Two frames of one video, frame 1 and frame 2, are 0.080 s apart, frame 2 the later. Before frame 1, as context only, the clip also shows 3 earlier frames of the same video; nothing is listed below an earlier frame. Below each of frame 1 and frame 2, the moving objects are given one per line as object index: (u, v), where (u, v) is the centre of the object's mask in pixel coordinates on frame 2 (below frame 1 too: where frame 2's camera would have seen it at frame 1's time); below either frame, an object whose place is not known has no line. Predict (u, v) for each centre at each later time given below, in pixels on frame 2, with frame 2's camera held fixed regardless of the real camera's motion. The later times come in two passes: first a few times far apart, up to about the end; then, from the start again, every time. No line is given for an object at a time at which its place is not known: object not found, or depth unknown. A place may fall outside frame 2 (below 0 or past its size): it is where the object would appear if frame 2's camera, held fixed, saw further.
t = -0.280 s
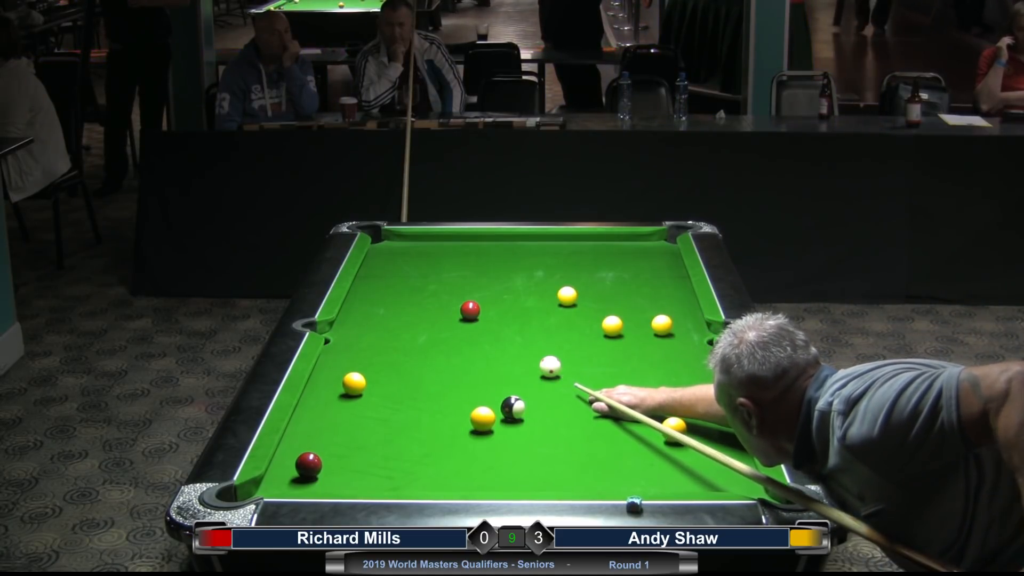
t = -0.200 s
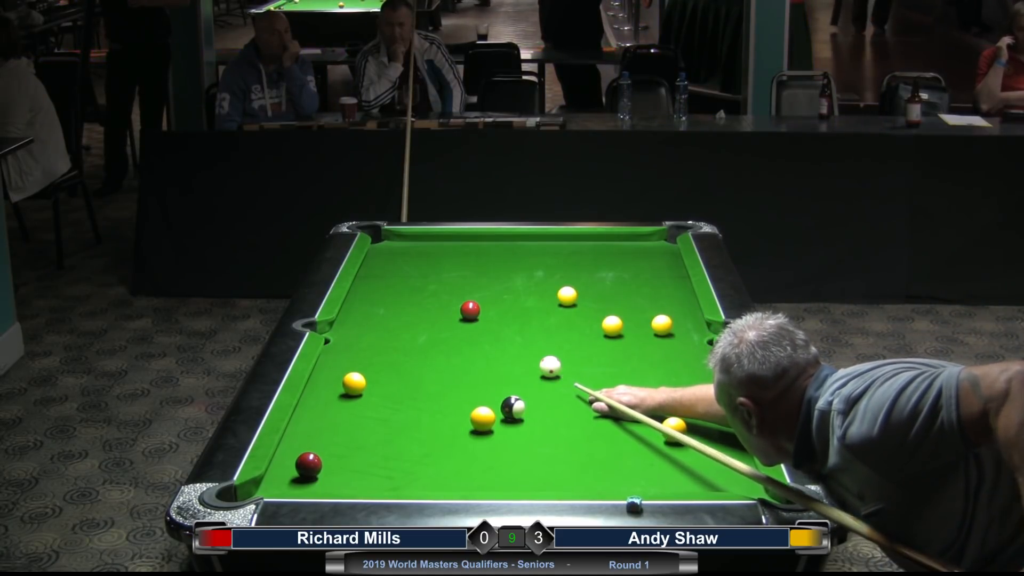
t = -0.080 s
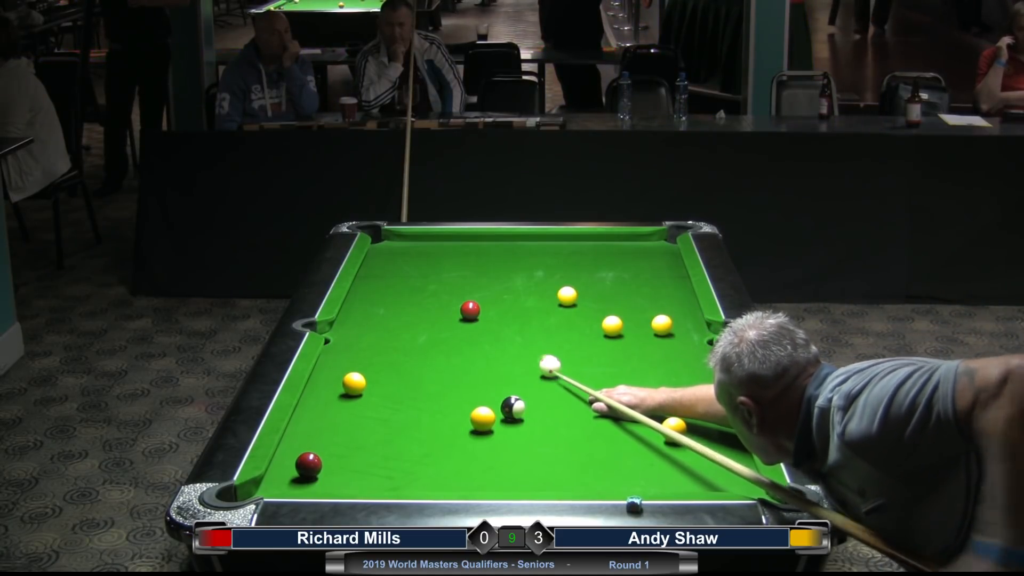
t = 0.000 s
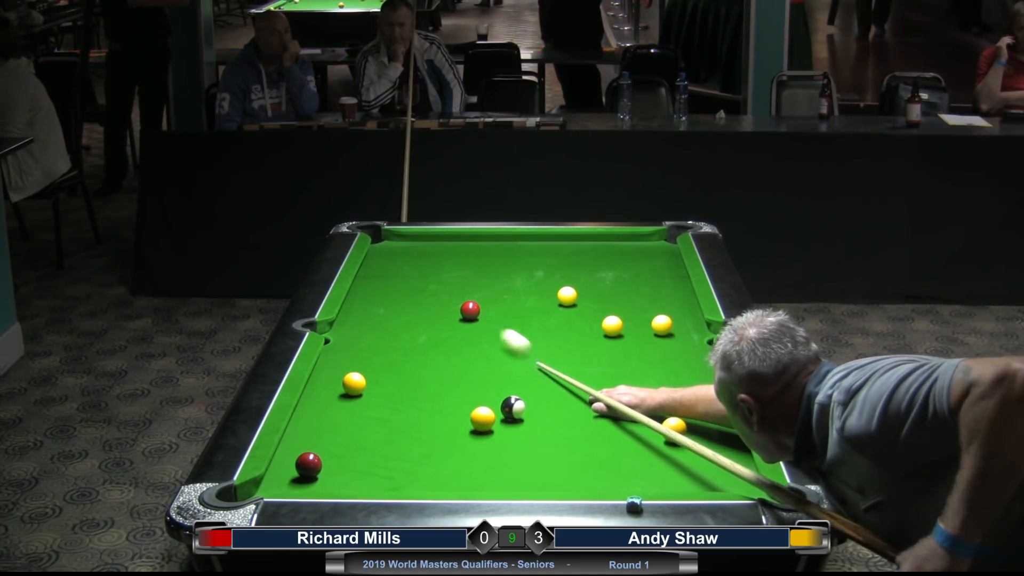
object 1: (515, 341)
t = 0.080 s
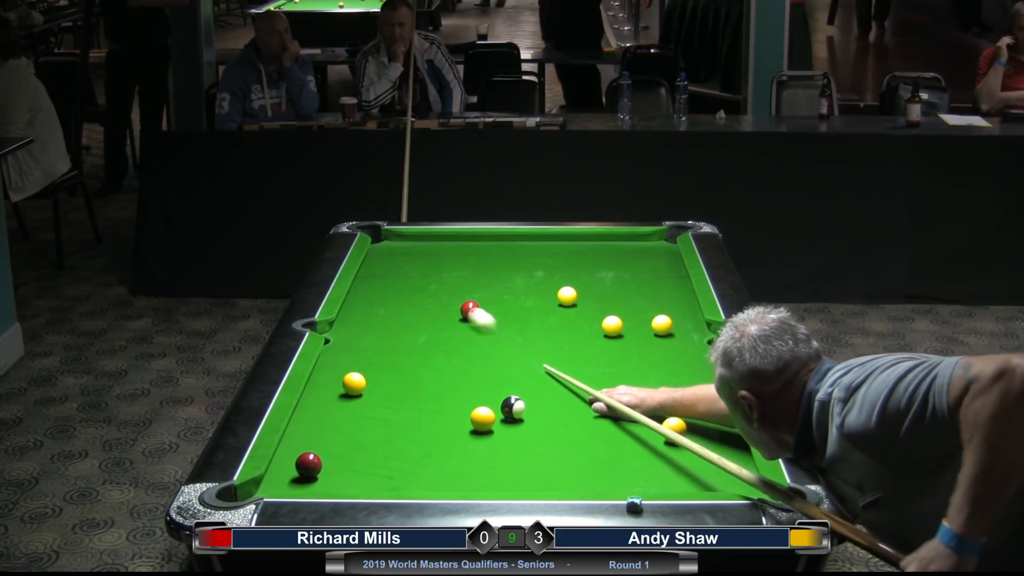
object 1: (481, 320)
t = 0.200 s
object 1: (475, 320)
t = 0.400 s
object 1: (472, 326)
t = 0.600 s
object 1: (470, 331)
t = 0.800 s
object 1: (467, 337)
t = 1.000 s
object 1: (465, 341)
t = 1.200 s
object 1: (463, 345)
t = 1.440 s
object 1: (461, 350)
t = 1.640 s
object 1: (460, 353)
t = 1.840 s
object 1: (459, 355)
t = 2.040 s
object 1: (458, 357)
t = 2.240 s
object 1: (458, 357)
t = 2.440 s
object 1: (458, 358)
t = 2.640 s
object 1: (458, 357)
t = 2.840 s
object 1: (458, 357)
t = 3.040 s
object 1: (458, 357)
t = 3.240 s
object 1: (458, 357)
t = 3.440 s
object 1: (458, 357)
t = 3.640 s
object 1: (458, 357)
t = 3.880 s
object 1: (458, 357)
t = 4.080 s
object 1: (458, 357)
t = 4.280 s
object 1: (458, 357)
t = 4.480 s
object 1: (458, 358)
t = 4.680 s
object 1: (458, 357)
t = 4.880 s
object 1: (458, 357)
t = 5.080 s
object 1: (458, 357)
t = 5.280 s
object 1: (458, 357)
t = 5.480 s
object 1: (458, 357)
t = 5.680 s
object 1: (458, 357)
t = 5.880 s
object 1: (458, 357)
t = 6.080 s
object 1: (458, 357)
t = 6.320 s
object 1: (458, 357)
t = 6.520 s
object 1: (458, 357)
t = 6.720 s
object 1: (458, 357)
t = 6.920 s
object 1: (458, 357)
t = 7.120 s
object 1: (458, 357)
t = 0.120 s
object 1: (476, 317)
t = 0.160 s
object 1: (475, 319)
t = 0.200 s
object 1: (475, 320)
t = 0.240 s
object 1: (474, 321)
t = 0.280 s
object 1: (474, 322)
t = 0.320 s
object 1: (473, 323)
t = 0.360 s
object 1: (473, 324)
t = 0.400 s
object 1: (472, 326)
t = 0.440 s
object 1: (472, 327)
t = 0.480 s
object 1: (471, 328)
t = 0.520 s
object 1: (471, 329)
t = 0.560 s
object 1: (470, 330)
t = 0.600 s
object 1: (470, 331)
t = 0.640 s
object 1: (469, 332)
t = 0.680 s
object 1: (469, 333)
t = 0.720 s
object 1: (468, 334)
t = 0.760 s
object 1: (468, 335)
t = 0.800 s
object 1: (467, 337)
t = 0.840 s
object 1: (467, 338)
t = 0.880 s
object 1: (466, 339)
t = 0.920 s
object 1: (466, 339)
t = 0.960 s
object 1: (466, 340)
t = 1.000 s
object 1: (465, 341)
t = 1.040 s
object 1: (465, 342)
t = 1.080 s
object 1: (464, 343)
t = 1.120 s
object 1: (464, 344)
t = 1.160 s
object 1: (463, 345)
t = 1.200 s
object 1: (463, 345)
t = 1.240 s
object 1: (463, 346)
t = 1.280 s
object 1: (462, 347)
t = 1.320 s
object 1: (462, 348)
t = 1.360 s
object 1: (461, 348)
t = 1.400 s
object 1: (461, 349)
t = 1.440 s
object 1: (461, 350)
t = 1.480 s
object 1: (460, 350)
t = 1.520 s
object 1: (460, 351)
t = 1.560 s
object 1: (460, 351)
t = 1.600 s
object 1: (460, 352)
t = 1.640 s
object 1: (460, 353)
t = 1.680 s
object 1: (459, 353)
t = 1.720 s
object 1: (459, 354)
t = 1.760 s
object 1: (459, 354)
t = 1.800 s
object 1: (459, 354)
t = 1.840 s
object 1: (459, 355)
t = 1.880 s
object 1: (459, 355)
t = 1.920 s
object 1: (458, 356)
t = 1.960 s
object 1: (458, 356)
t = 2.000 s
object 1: (458, 356)
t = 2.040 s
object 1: (458, 357)
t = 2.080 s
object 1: (458, 357)
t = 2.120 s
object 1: (458, 357)
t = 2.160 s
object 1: (458, 357)
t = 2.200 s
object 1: (458, 357)
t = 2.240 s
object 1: (458, 357)
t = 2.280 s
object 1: (458, 358)
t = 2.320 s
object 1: (458, 358)
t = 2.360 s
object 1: (458, 358)
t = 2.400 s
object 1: (458, 358)
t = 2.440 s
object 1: (458, 358)
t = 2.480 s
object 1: (458, 358)
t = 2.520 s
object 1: (458, 358)
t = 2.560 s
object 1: (458, 357)
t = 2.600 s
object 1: (458, 357)
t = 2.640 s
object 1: (458, 357)
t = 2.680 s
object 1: (458, 357)
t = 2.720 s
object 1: (458, 357)
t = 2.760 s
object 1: (458, 357)
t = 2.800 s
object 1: (458, 357)
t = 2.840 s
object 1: (458, 357)
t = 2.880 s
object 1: (458, 357)
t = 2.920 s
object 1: (458, 357)
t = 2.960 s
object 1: (458, 357)
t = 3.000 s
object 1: (458, 357)
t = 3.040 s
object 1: (458, 357)
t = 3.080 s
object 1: (458, 357)
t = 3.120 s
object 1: (458, 357)
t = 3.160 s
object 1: (458, 357)
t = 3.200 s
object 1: (458, 357)
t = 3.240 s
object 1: (458, 357)
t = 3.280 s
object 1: (458, 357)
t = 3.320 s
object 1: (458, 357)
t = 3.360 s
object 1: (458, 357)
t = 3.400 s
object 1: (458, 357)
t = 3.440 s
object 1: (458, 357)
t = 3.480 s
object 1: (458, 357)
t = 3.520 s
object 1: (458, 357)
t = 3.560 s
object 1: (458, 357)
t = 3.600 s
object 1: (458, 357)
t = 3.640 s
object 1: (458, 357)
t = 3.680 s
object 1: (458, 357)
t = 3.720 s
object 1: (458, 357)
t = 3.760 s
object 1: (458, 357)
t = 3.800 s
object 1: (458, 357)
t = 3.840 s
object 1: (458, 357)
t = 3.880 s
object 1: (458, 357)
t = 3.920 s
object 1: (458, 357)
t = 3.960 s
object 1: (458, 357)
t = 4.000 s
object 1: (458, 357)
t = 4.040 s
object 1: (458, 357)
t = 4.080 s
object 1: (458, 357)
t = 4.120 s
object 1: (458, 357)
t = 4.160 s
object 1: (458, 357)
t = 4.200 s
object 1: (458, 357)
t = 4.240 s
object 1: (458, 357)
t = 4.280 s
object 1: (458, 357)
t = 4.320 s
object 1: (458, 357)
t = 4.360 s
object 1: (458, 357)
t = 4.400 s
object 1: (458, 357)
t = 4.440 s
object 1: (458, 357)
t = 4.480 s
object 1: (458, 358)
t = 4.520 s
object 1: (458, 357)
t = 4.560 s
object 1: (458, 357)
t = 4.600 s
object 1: (458, 357)
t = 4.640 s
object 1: (458, 357)
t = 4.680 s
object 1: (458, 357)
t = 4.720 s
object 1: (458, 357)
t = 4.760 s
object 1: (458, 357)
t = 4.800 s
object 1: (458, 357)
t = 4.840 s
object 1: (458, 357)
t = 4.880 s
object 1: (458, 357)
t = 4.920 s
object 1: (458, 357)
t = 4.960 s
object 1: (458, 357)
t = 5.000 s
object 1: (458, 357)
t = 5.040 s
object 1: (458, 357)
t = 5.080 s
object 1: (458, 357)
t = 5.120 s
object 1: (458, 357)
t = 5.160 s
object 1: (458, 357)
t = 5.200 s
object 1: (458, 357)
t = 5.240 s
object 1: (458, 357)
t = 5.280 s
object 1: (458, 357)
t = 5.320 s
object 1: (458, 357)
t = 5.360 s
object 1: (458, 357)
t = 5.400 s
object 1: (458, 357)
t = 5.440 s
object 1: (458, 358)
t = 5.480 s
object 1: (458, 357)
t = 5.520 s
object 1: (458, 357)
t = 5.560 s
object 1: (458, 357)
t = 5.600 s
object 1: (458, 357)
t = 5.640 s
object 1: (458, 357)
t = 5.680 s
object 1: (458, 357)
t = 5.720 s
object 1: (458, 357)
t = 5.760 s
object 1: (458, 357)
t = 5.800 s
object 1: (458, 357)
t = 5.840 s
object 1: (458, 357)
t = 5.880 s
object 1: (458, 357)
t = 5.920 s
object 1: (458, 357)
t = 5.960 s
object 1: (458, 357)
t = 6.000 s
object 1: (458, 357)
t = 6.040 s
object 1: (458, 357)
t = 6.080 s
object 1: (458, 357)
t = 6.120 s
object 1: (458, 357)
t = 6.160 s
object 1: (458, 357)
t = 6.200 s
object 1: (458, 357)
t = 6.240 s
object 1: (458, 357)
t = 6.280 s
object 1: (458, 357)
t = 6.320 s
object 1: (458, 357)
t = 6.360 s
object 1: (458, 357)
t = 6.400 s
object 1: (458, 357)
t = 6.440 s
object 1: (458, 357)
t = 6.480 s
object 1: (458, 357)
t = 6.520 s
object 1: (458, 357)
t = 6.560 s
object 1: (458, 357)
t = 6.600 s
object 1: (458, 357)
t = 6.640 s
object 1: (458, 357)
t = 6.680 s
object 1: (458, 357)
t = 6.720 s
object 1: (458, 357)
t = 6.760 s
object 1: (458, 357)
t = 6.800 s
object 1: (458, 357)
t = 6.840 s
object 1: (458, 357)
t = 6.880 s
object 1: (458, 357)
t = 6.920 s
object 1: (458, 357)
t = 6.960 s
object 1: (458, 357)
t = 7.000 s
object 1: (458, 357)
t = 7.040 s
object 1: (458, 357)
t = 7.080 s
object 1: (458, 357)
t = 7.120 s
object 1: (458, 357)
